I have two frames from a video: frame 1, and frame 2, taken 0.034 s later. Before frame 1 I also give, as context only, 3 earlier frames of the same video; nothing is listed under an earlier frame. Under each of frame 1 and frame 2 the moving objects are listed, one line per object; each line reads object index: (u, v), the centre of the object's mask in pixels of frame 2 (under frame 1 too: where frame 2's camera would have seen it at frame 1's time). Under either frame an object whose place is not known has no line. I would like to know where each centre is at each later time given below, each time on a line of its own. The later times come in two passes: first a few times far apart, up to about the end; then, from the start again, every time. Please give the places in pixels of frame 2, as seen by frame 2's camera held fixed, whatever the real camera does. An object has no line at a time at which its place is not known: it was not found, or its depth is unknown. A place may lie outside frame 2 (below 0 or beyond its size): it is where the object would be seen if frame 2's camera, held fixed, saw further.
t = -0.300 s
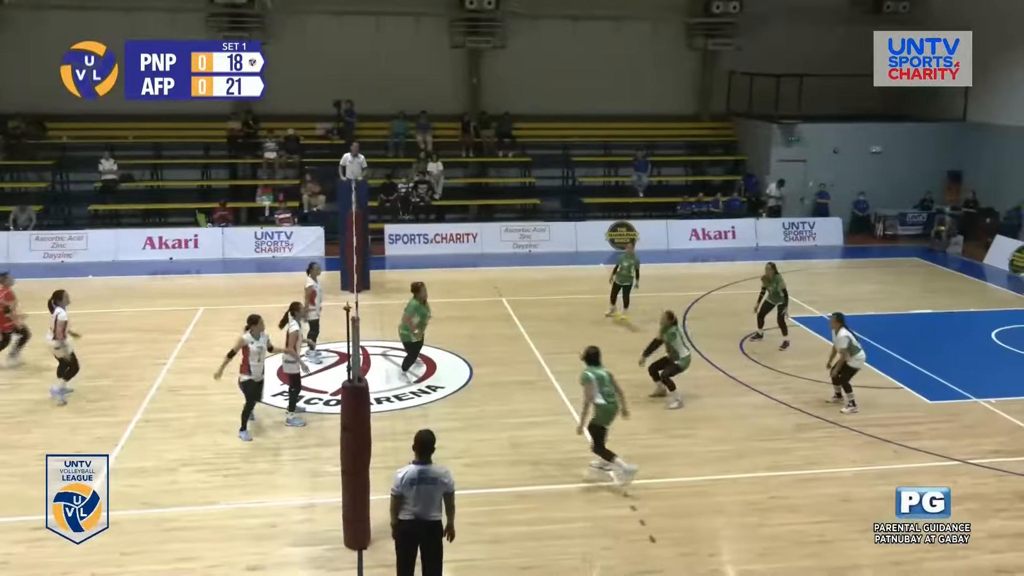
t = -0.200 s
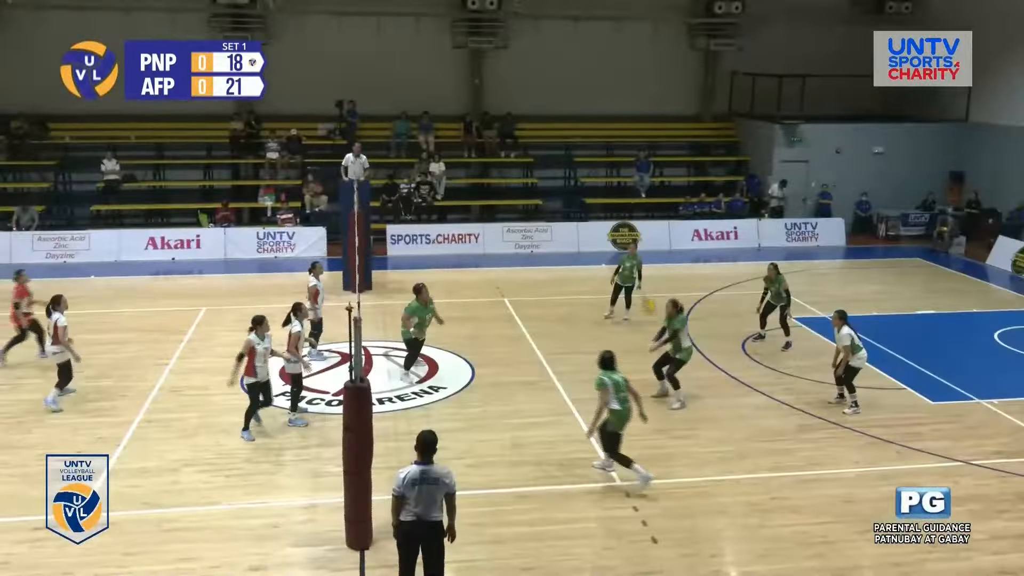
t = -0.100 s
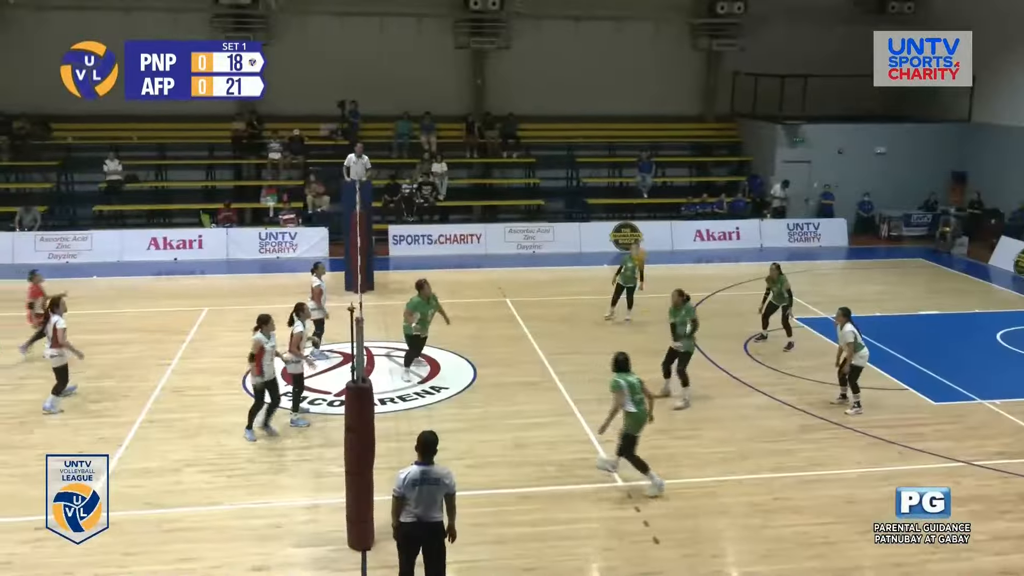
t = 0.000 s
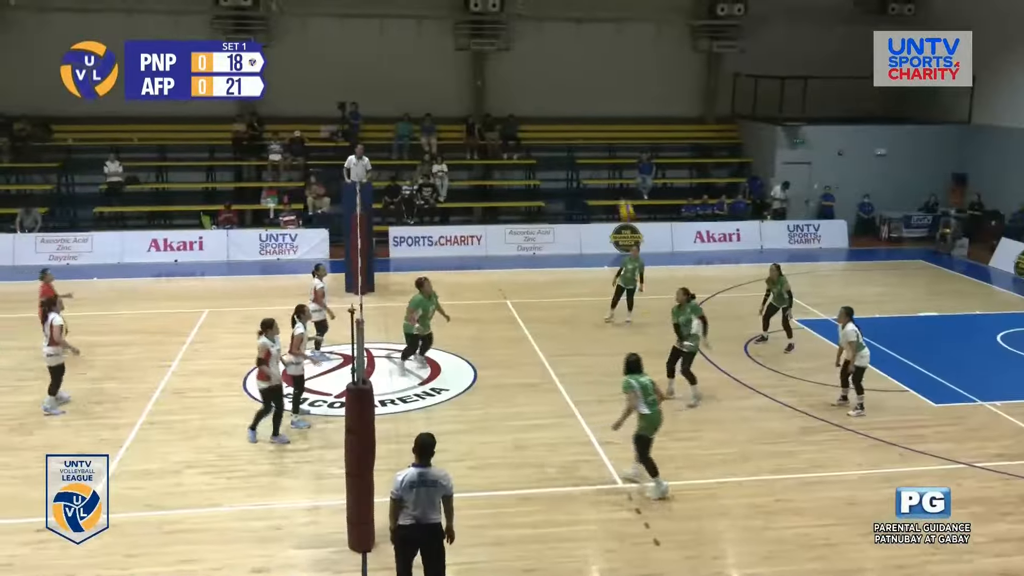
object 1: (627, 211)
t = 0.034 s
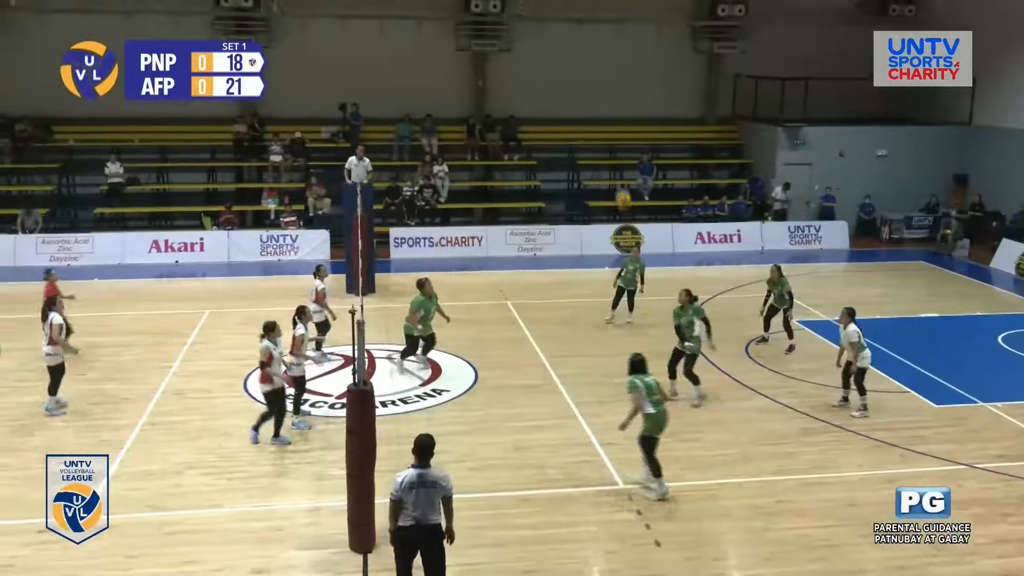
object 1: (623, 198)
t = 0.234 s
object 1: (598, 134)
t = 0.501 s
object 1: (567, 96)
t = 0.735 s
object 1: (538, 101)
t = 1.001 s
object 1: (508, 152)
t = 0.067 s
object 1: (619, 186)
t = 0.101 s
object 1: (616, 174)
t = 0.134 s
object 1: (611, 162)
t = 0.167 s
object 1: (607, 152)
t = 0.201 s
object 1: (603, 143)
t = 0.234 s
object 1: (598, 134)
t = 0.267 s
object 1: (594, 127)
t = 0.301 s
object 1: (590, 120)
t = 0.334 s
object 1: (587, 115)
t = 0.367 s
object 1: (583, 109)
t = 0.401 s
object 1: (578, 104)
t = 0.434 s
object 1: (575, 101)
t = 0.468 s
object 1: (571, 98)
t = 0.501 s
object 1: (567, 96)
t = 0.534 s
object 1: (562, 94)
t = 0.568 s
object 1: (558, 93)
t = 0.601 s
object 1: (554, 94)
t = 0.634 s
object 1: (550, 95)
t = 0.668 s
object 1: (547, 96)
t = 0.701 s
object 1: (542, 99)
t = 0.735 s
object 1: (538, 101)
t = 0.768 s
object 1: (535, 105)
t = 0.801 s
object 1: (530, 111)
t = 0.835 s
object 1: (526, 117)
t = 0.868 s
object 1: (522, 123)
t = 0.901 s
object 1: (519, 129)
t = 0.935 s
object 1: (515, 137)
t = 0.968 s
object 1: (512, 145)
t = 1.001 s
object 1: (508, 152)
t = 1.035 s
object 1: (504, 165)
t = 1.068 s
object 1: (501, 173)
